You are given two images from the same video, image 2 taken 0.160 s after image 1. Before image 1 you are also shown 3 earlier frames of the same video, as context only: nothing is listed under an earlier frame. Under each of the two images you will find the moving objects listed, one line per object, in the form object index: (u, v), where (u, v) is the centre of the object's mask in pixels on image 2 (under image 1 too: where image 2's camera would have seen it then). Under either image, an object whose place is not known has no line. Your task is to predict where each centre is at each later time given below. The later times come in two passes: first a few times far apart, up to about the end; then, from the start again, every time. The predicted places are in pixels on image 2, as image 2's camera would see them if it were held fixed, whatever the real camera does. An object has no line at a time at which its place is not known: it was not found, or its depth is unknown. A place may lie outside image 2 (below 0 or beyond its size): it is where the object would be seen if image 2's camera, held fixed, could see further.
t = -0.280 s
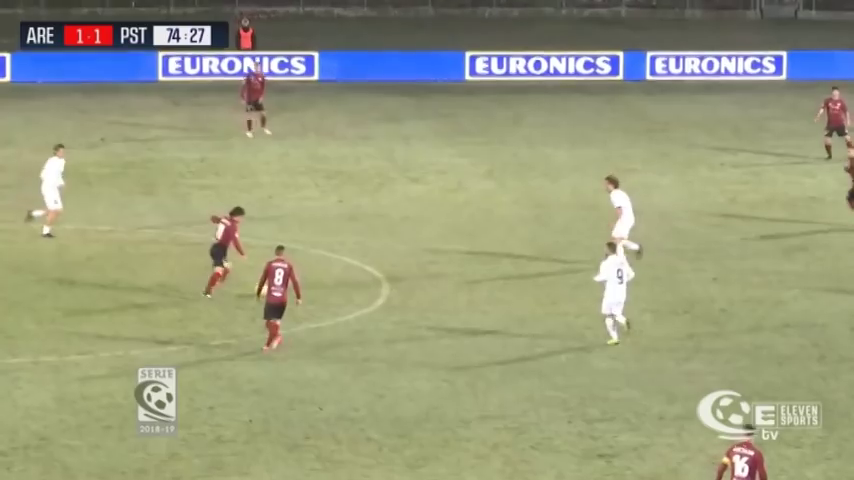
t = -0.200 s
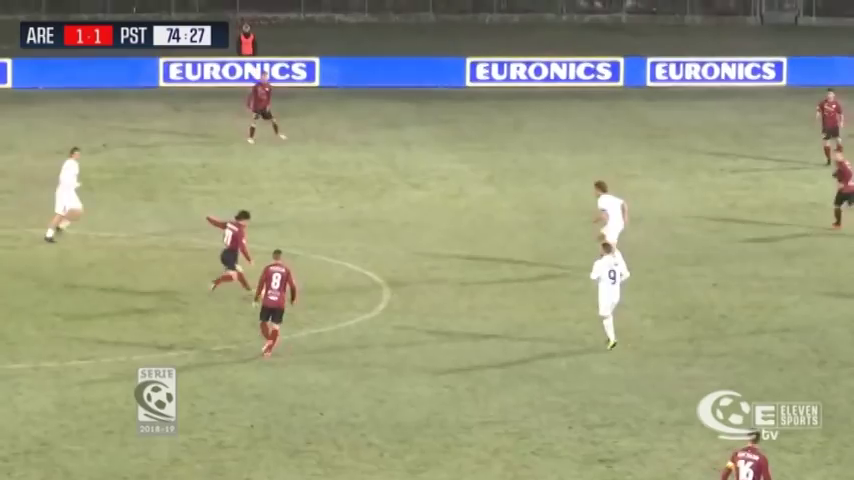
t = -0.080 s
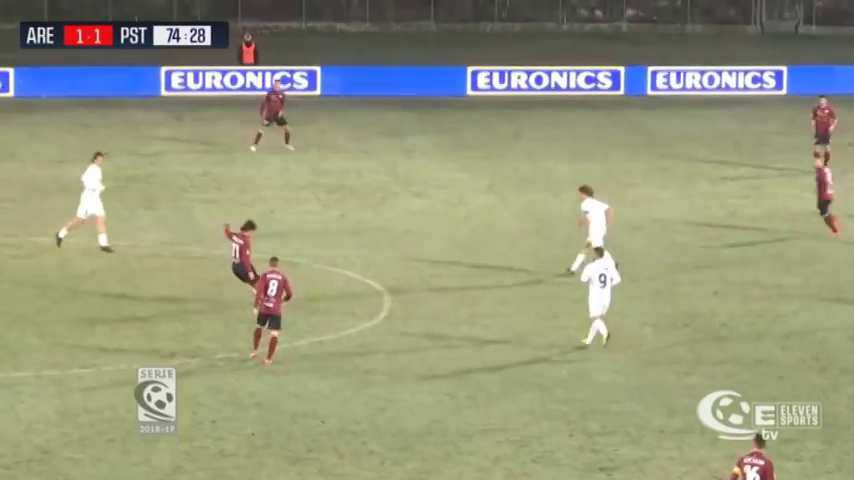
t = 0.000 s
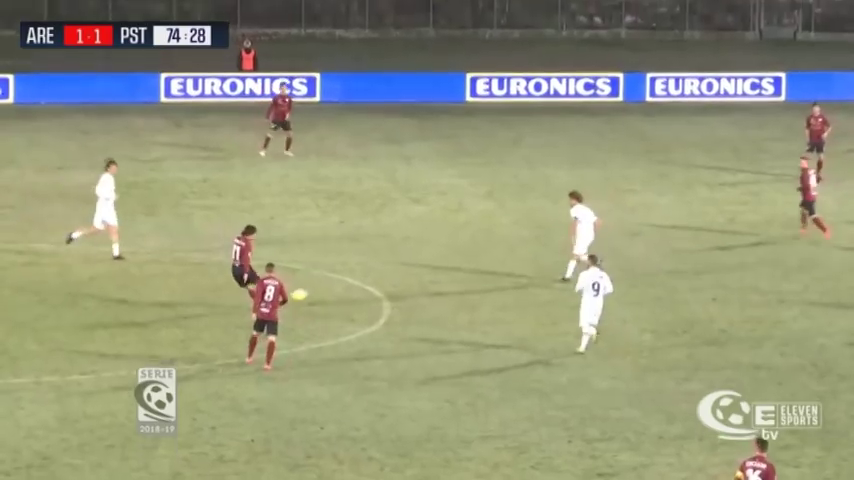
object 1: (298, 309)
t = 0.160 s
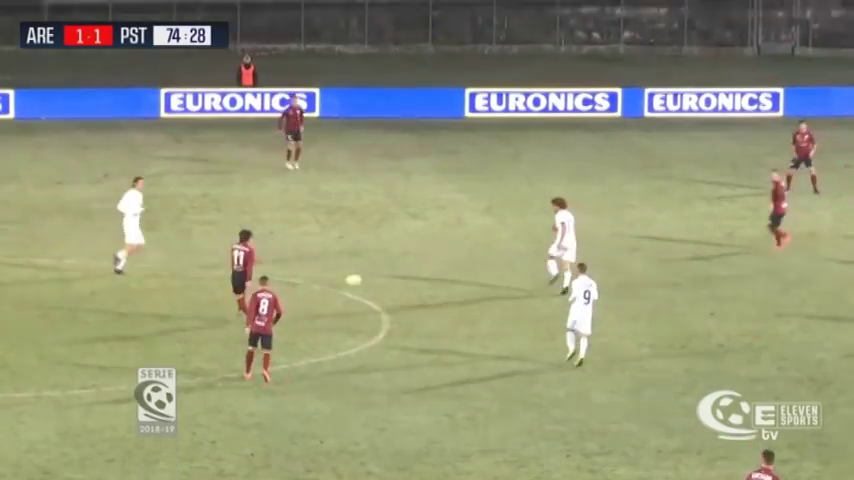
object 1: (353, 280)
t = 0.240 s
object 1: (376, 270)
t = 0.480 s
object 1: (428, 237)
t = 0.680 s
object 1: (457, 214)
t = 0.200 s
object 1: (365, 274)
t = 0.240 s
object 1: (376, 270)
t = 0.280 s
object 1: (386, 267)
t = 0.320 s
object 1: (395, 259)
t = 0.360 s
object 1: (404, 252)
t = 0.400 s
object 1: (413, 246)
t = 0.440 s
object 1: (420, 241)
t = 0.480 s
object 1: (428, 237)
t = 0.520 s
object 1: (435, 234)
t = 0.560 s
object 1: (441, 232)
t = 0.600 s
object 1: (447, 226)
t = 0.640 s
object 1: (452, 220)
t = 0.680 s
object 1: (457, 214)
